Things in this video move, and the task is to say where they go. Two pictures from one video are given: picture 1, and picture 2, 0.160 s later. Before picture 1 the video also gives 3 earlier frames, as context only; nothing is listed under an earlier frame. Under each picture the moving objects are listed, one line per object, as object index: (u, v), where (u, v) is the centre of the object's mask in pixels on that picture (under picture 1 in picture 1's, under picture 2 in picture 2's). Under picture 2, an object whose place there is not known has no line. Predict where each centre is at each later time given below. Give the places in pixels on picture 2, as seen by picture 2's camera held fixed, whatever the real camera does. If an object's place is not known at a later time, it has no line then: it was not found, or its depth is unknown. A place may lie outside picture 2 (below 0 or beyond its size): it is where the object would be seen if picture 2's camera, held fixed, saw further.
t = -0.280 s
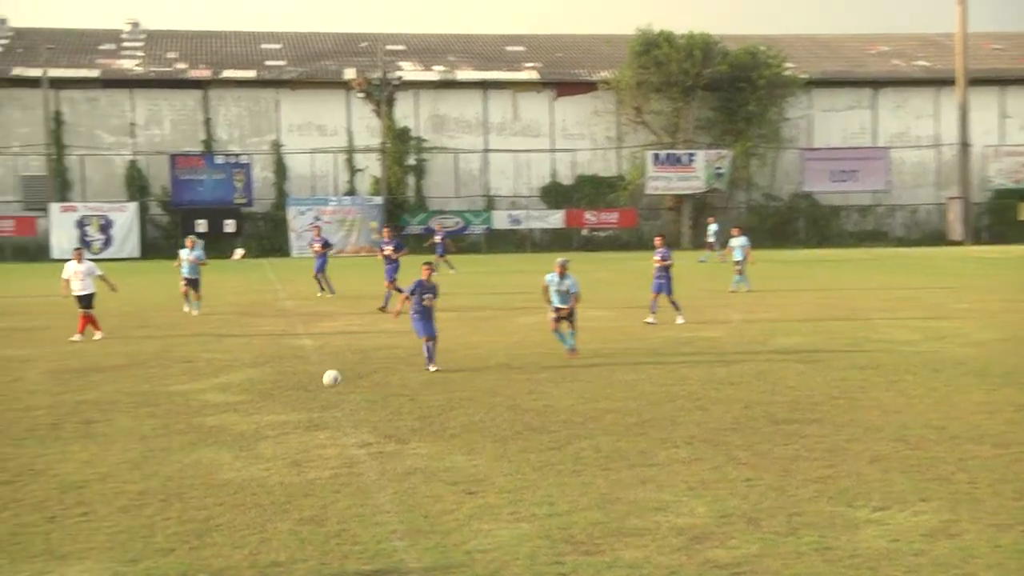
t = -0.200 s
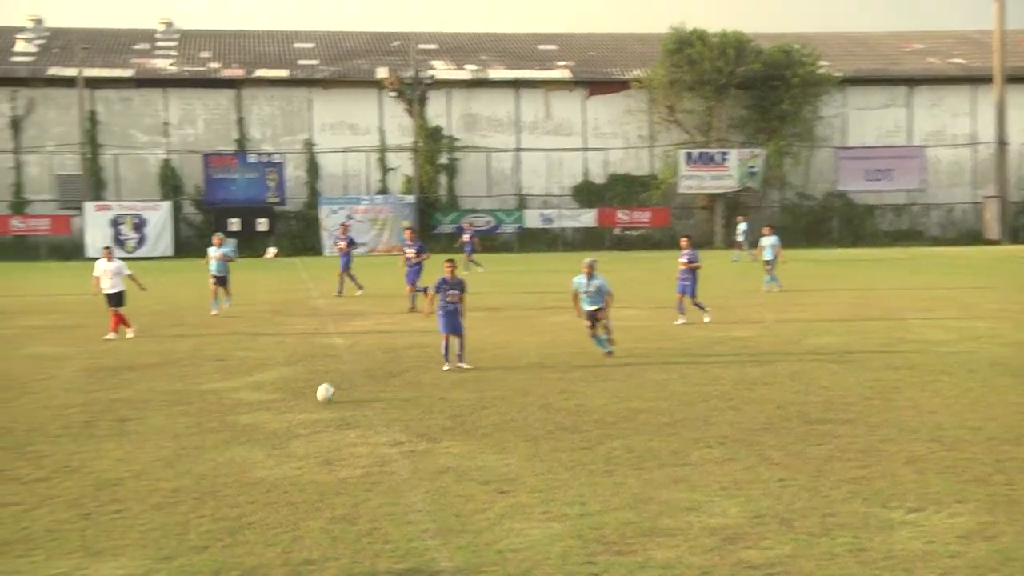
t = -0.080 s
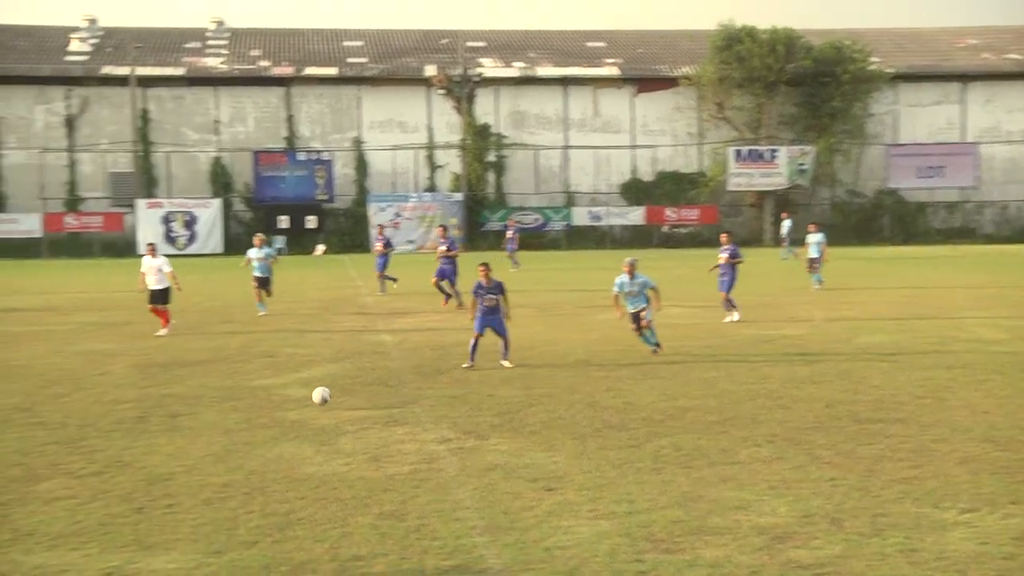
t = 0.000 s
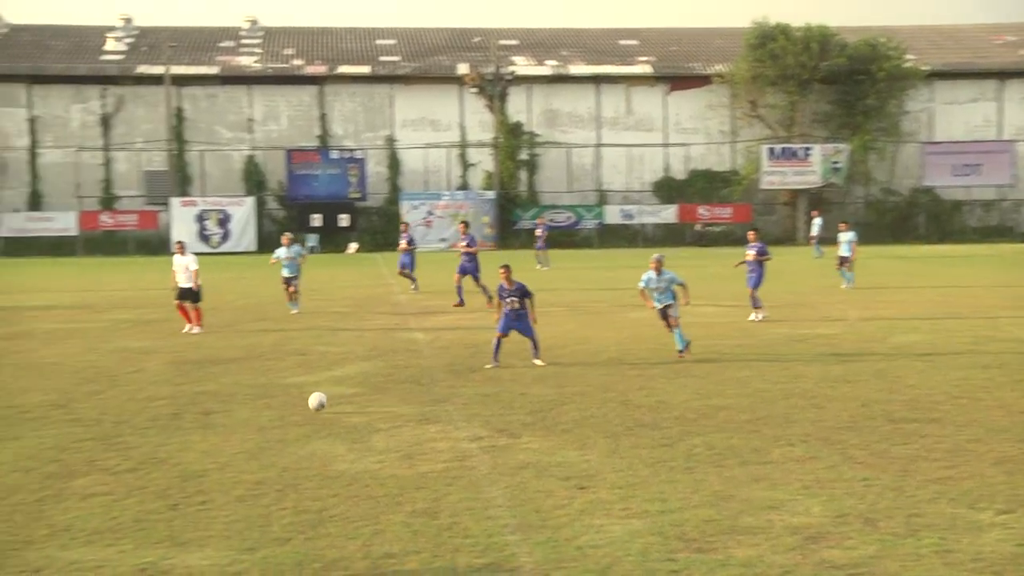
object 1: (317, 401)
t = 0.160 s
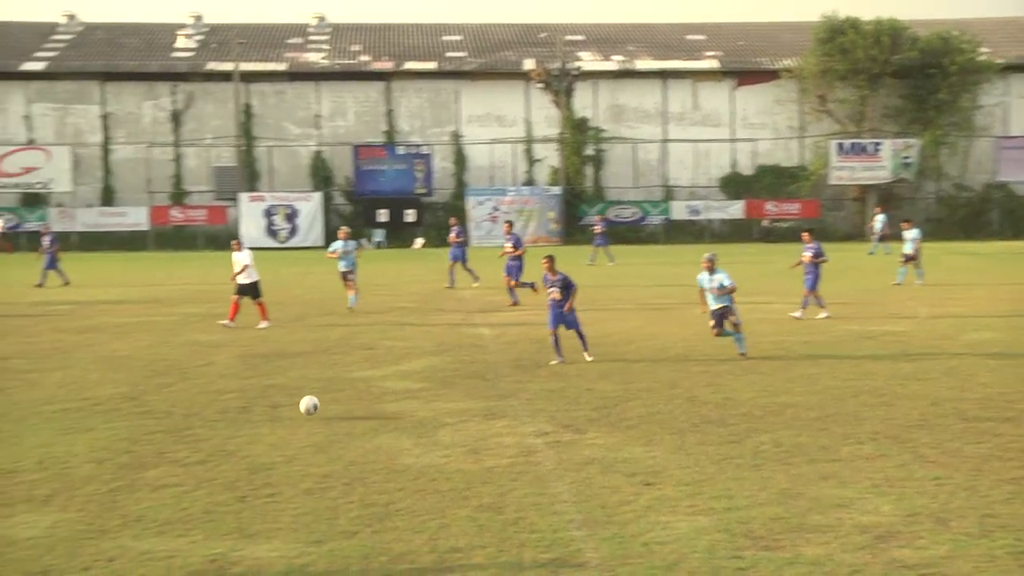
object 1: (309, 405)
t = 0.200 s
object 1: (290, 408)
